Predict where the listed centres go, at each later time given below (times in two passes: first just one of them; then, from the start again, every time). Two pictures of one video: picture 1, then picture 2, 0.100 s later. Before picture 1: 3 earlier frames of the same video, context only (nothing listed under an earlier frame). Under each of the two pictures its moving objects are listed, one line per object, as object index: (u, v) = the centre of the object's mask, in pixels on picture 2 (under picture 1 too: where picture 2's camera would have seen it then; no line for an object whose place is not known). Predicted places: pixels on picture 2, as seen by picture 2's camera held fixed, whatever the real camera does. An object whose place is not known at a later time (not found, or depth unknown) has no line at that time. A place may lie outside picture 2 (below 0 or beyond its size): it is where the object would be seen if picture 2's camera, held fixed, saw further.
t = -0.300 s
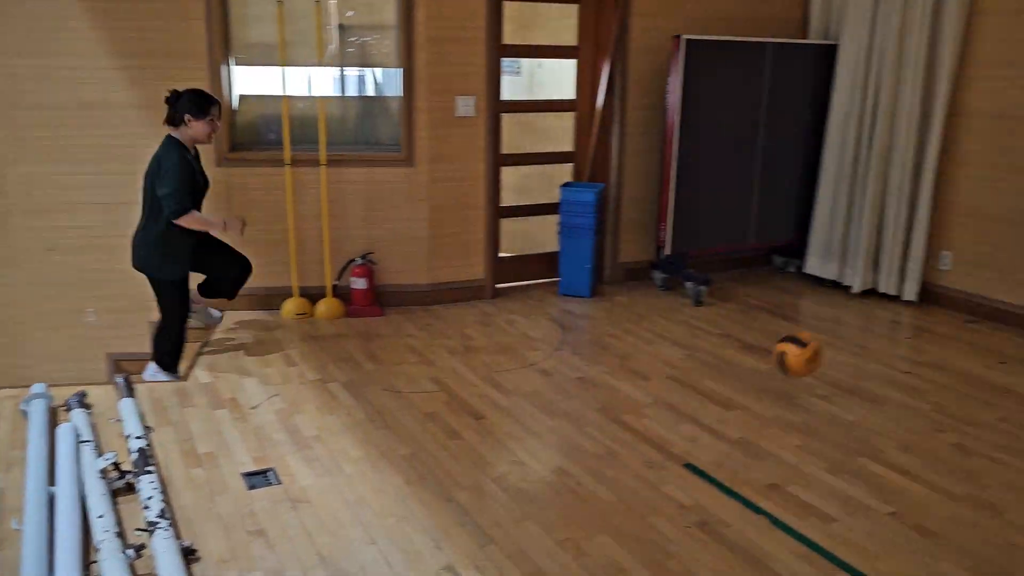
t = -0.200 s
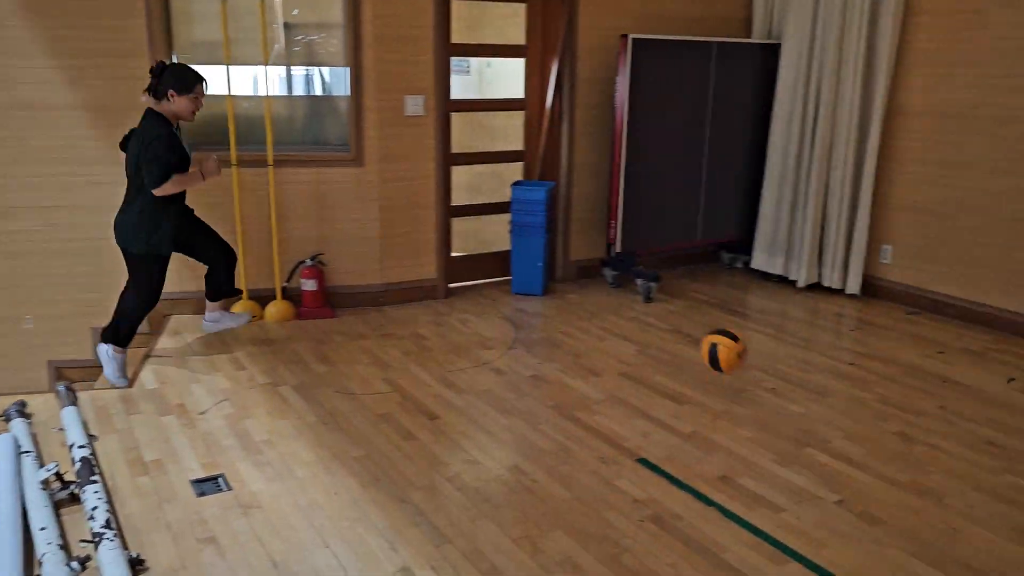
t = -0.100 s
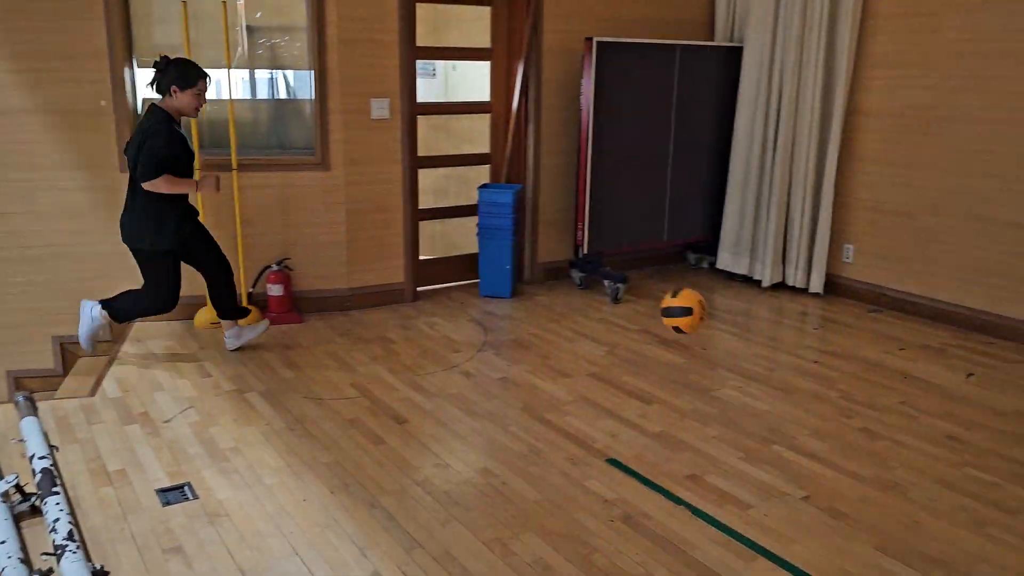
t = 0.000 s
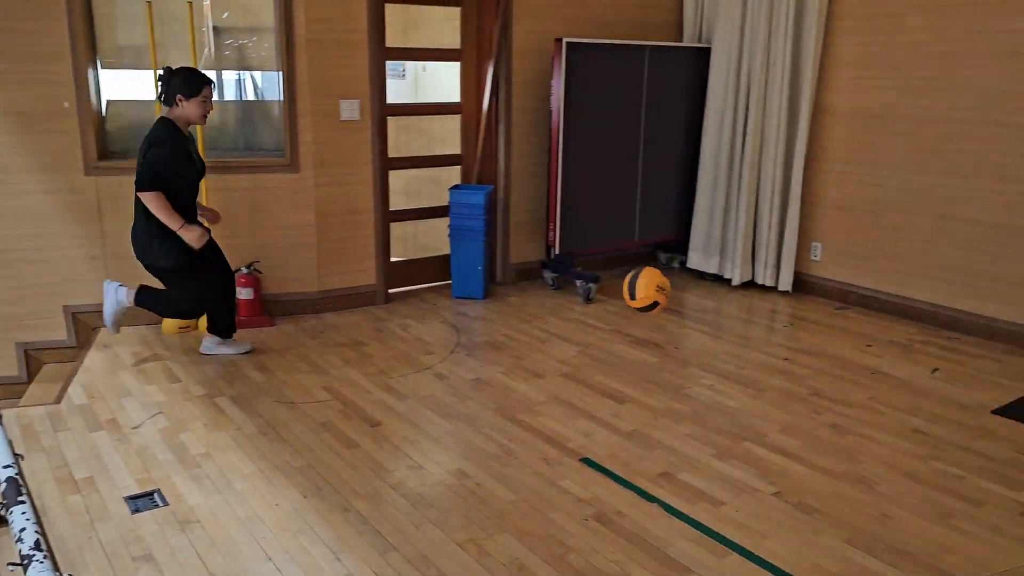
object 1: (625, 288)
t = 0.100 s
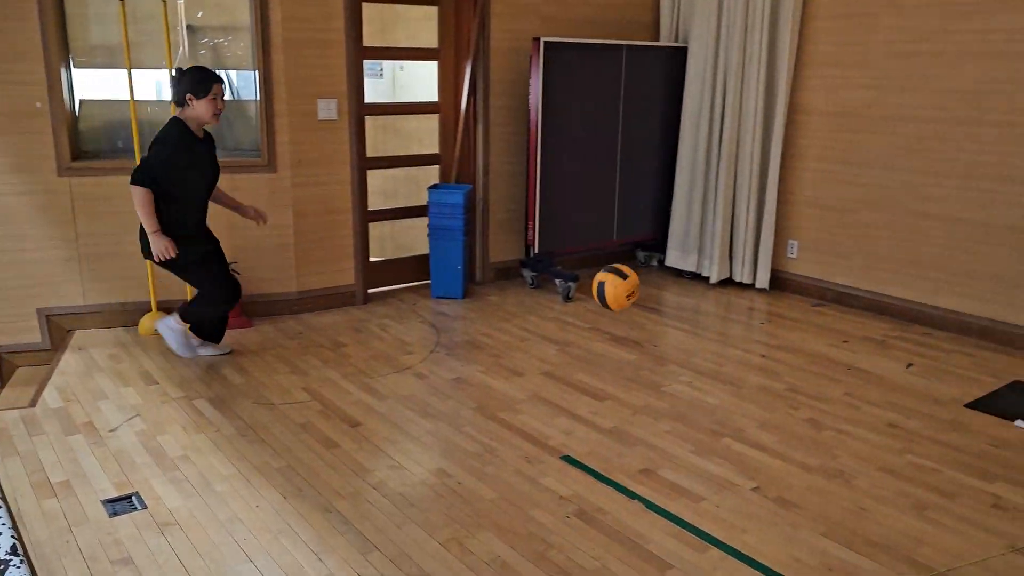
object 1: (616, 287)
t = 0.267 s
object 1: (597, 332)
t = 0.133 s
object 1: (612, 292)
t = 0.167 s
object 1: (609, 298)
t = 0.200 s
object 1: (605, 308)
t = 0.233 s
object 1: (601, 319)
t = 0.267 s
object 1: (597, 332)
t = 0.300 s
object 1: (594, 350)
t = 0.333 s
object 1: (589, 368)
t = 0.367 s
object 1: (585, 389)
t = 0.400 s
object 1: (581, 399)
